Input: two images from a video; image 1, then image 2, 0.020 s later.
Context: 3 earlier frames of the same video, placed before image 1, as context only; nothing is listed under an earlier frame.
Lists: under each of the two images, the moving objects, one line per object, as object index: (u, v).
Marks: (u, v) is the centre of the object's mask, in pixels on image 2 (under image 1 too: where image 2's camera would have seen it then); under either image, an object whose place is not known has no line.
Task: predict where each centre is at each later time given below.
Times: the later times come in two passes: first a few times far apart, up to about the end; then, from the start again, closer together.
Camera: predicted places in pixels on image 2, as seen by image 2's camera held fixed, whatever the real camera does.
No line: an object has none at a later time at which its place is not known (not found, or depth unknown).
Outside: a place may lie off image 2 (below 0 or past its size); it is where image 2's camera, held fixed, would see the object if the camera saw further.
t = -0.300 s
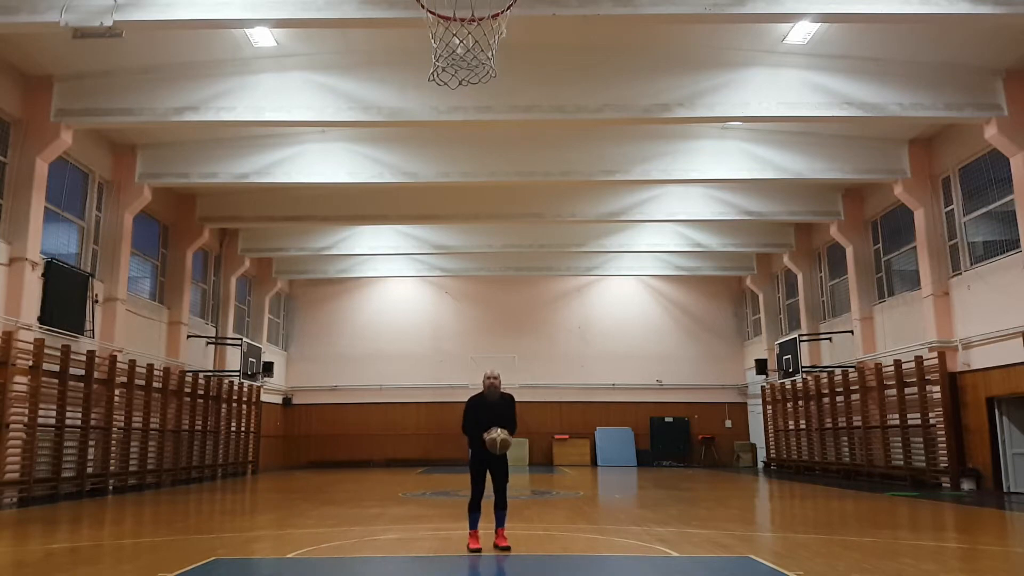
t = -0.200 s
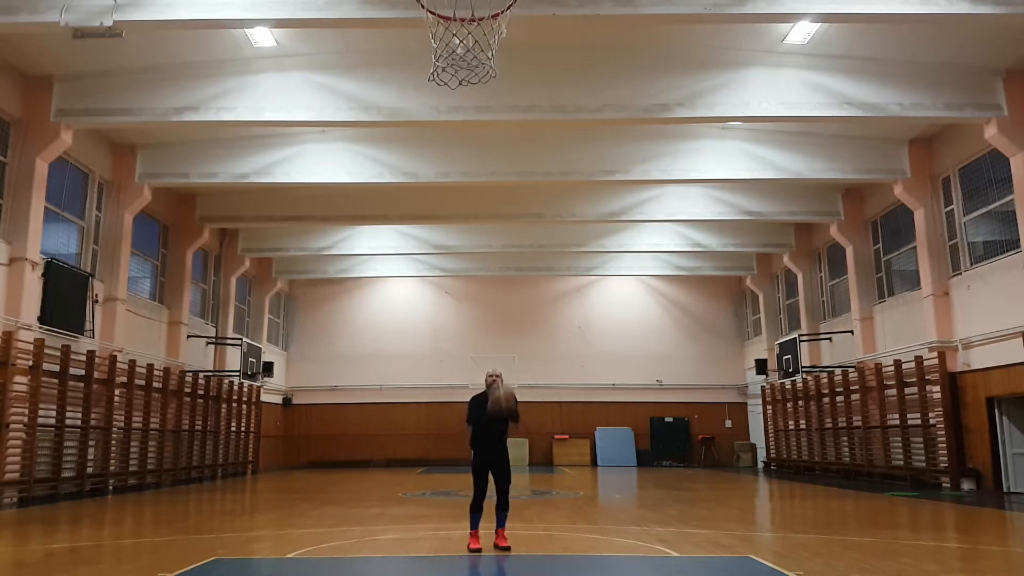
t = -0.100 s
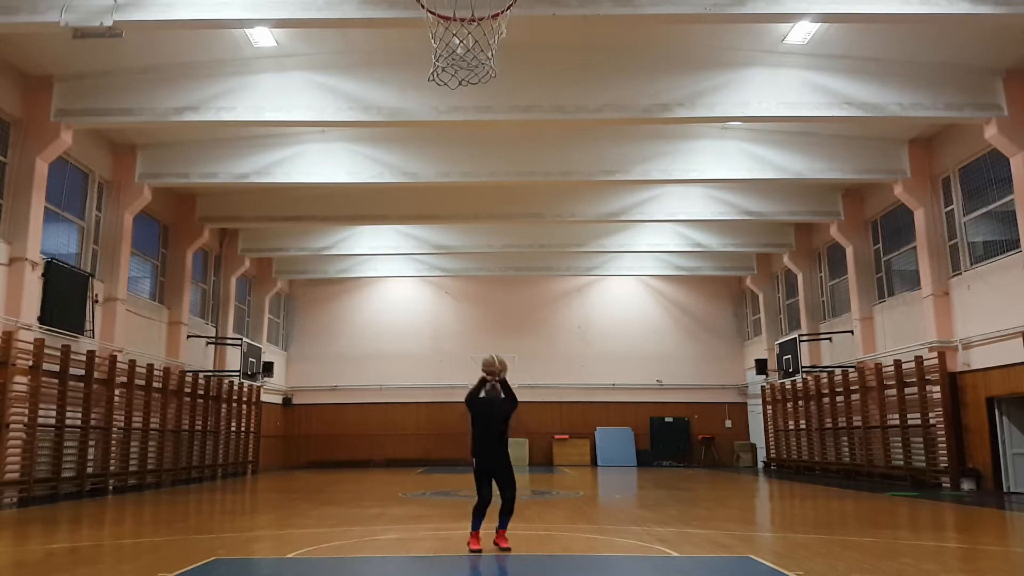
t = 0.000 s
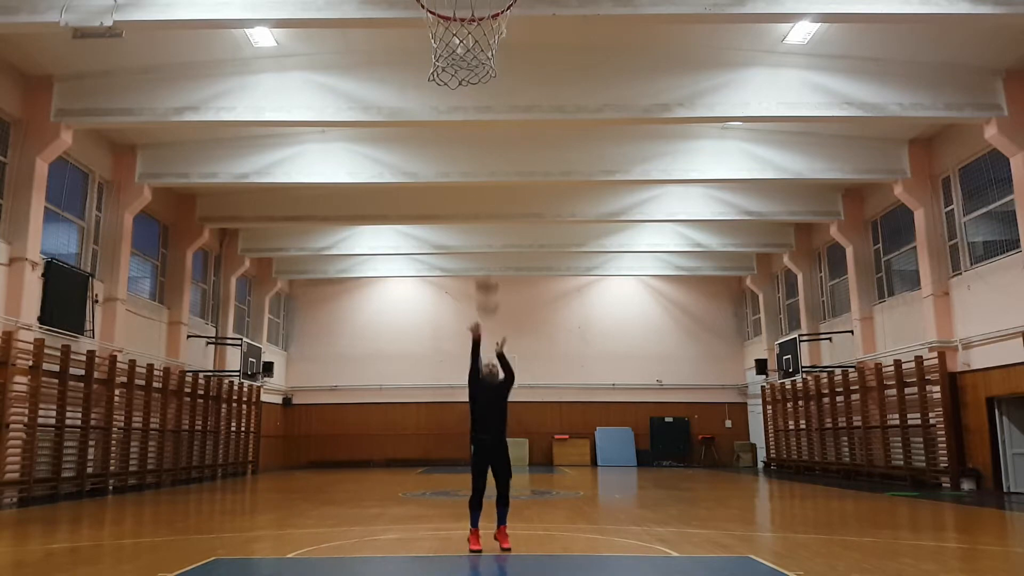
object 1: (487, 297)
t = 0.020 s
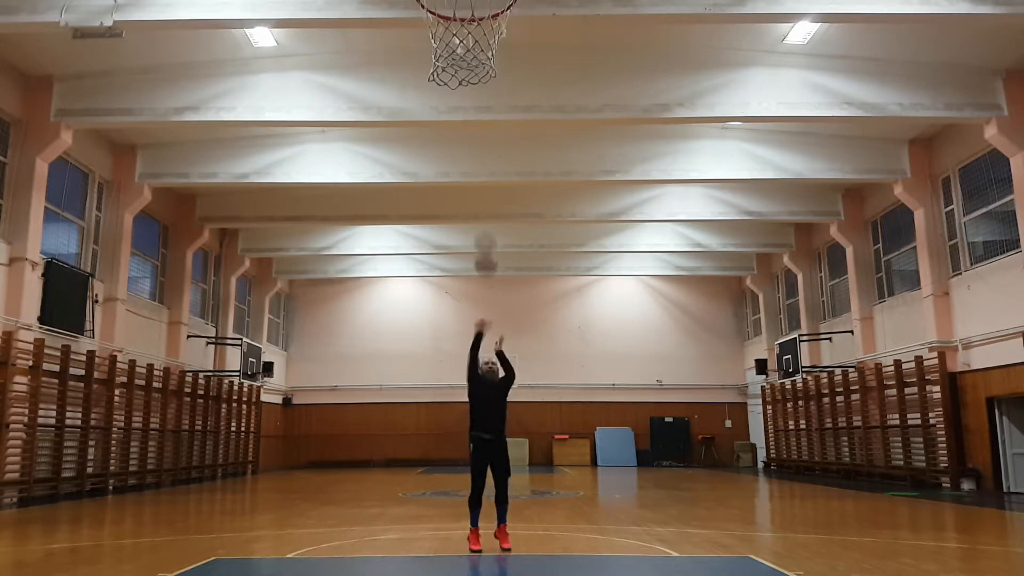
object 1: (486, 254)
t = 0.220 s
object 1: (473, 7)
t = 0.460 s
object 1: (487, 45)
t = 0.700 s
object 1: (487, 43)
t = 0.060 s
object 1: (484, 195)
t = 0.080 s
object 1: (483, 161)
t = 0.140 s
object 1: (479, 88)
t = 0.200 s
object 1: (472, 9)
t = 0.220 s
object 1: (473, 7)
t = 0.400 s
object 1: (470, 12)
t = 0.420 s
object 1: (487, 45)
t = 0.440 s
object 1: (487, 45)
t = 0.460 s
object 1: (487, 45)
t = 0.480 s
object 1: (487, 46)
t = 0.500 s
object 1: (485, 45)
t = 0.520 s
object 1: (483, 43)
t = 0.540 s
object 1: (481, 41)
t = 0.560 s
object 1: (480, 37)
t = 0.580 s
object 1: (479, 36)
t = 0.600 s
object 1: (479, 37)
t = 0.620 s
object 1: (480, 39)
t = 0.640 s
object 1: (482, 41)
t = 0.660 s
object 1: (484, 42)
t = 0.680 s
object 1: (485, 43)
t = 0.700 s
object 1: (487, 43)
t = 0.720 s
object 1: (487, 43)
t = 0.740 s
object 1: (486, 43)
